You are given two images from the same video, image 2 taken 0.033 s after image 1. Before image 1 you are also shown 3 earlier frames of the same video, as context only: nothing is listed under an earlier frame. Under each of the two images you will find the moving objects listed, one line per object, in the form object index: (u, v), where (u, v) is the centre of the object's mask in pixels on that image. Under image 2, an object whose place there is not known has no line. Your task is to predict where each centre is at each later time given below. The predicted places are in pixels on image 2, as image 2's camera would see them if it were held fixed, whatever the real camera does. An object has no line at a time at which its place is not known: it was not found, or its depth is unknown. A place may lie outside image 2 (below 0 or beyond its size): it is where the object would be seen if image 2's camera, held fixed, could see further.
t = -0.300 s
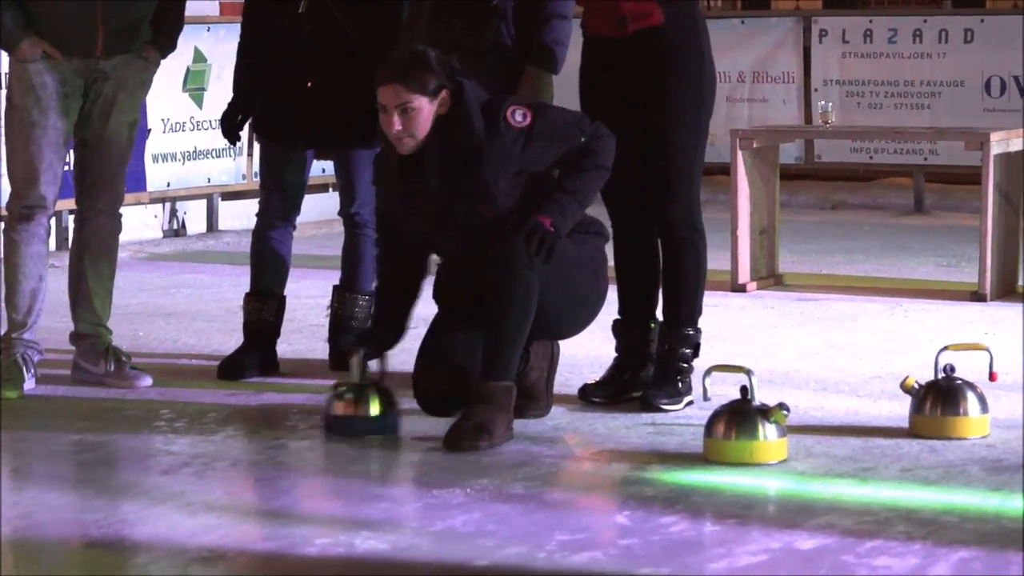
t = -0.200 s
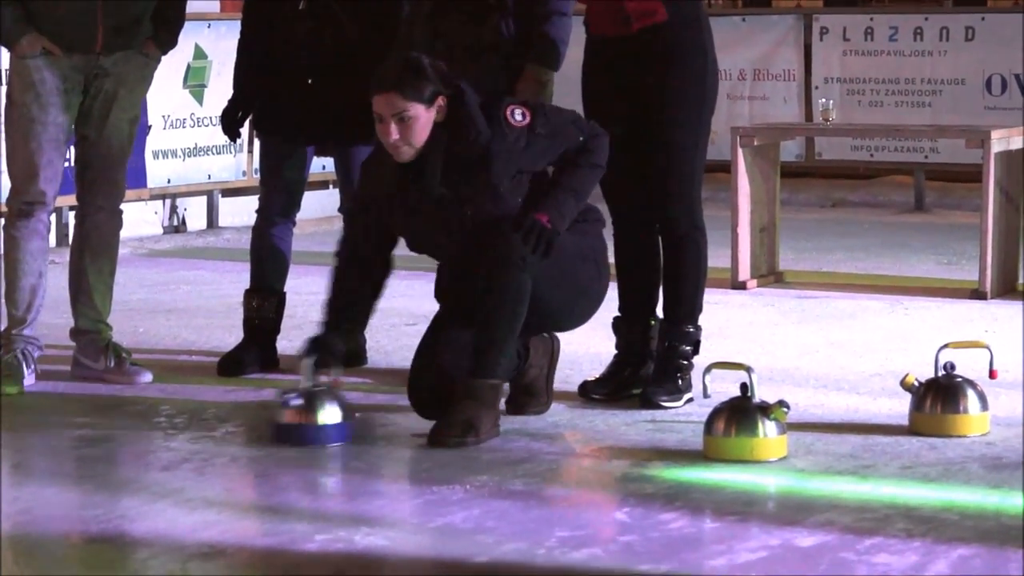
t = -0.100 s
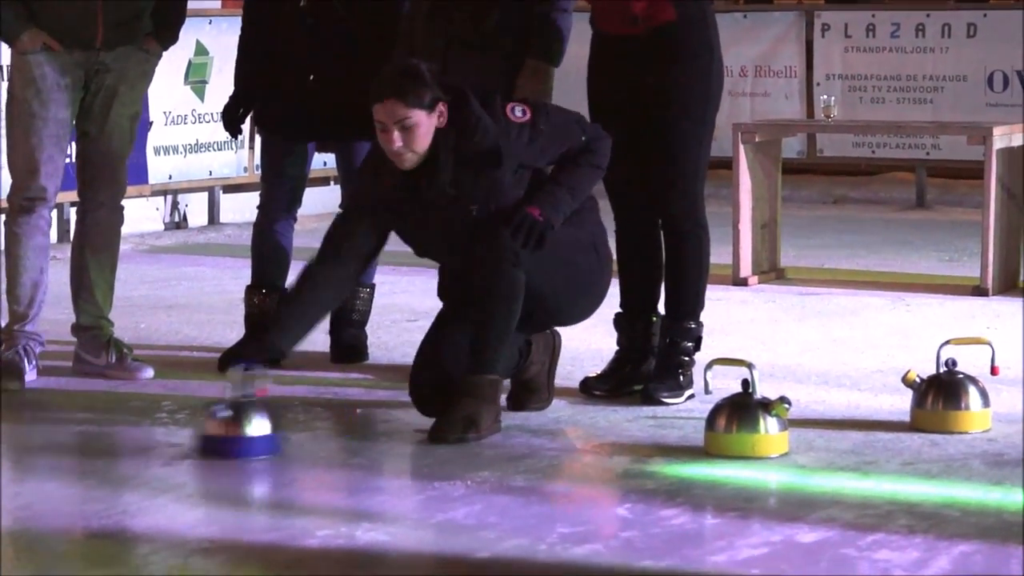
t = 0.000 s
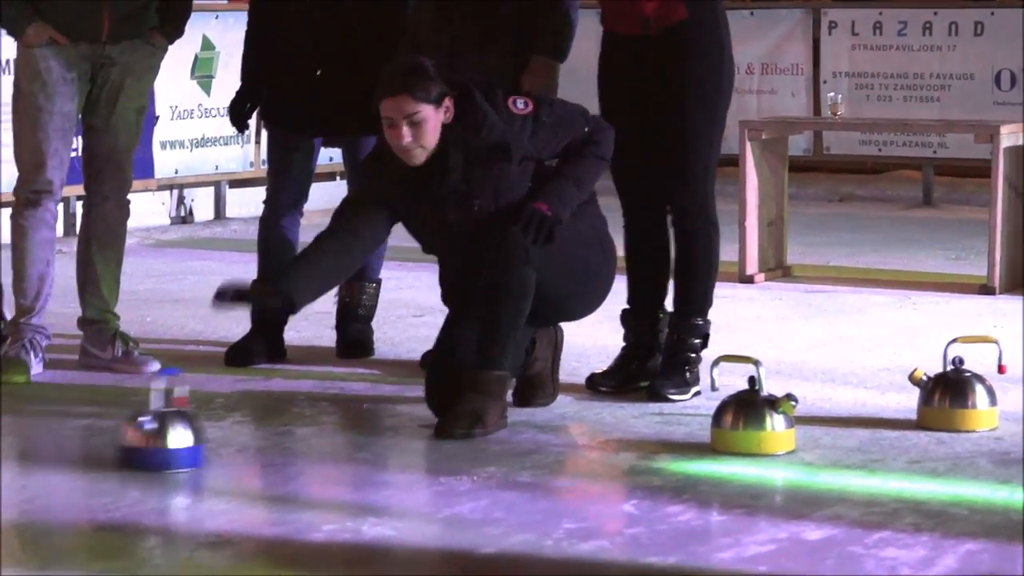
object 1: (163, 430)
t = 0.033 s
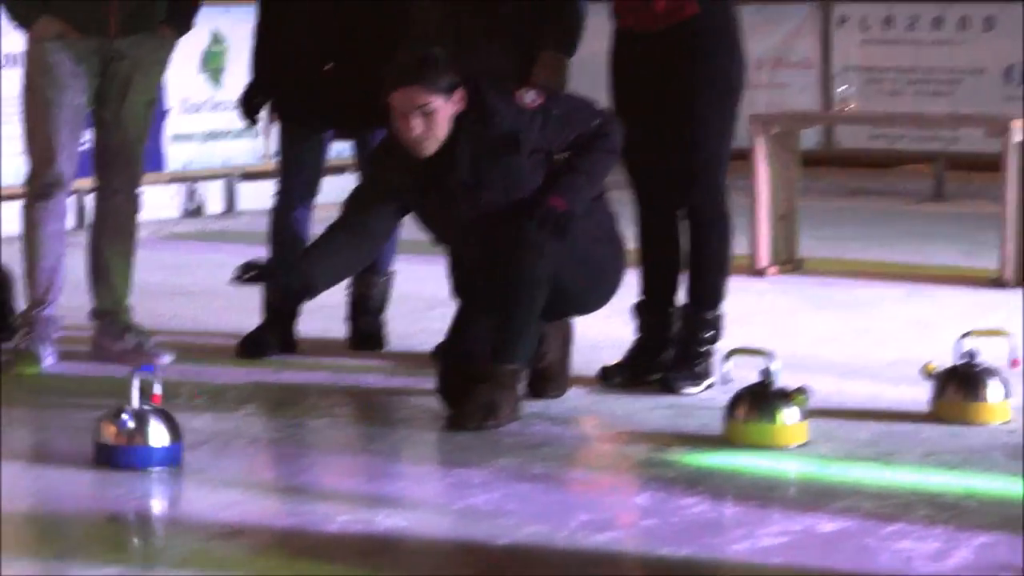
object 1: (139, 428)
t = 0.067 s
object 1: (122, 433)
